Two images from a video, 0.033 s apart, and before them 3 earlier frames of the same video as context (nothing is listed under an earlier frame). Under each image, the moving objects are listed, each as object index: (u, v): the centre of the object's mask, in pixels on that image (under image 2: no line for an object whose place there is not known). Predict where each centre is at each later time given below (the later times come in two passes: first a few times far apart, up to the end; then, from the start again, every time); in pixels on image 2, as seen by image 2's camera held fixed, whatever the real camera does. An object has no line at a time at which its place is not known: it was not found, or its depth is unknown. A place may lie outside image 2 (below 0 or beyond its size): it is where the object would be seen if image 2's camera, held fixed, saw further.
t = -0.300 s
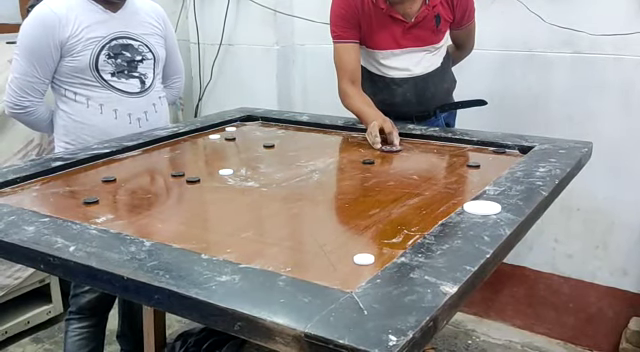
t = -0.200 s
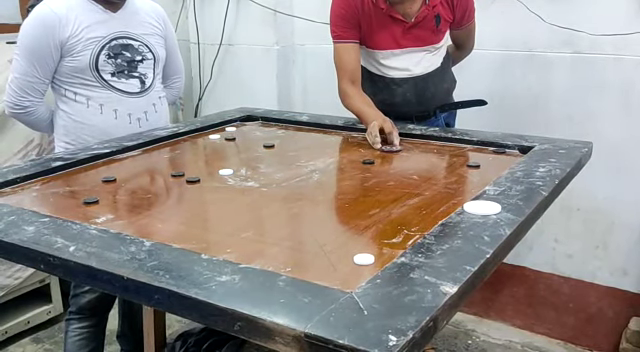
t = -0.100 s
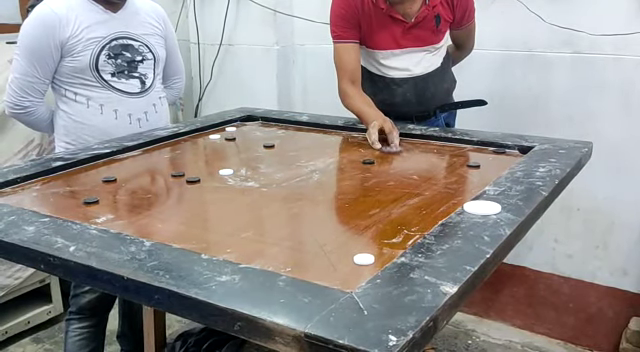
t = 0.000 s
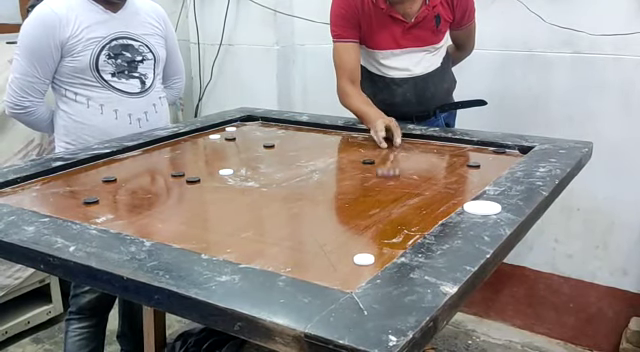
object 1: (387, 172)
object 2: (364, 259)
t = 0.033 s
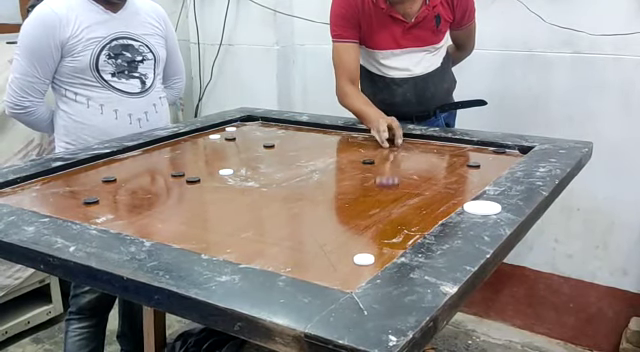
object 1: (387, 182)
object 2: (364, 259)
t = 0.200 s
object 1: (379, 237)
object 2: (364, 259)
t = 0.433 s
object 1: (309, 276)
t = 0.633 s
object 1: (310, 251)
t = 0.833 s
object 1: (311, 235)
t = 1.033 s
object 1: (311, 225)
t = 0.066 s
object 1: (385, 191)
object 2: (364, 259)
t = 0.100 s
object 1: (384, 201)
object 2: (364, 259)
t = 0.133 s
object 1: (382, 212)
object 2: (364, 259)
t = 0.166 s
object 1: (382, 224)
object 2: (364, 259)
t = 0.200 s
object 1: (379, 237)
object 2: (364, 259)
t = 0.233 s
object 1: (377, 249)
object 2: (361, 262)
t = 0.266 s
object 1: (376, 260)
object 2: (343, 280)
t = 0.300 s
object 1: (365, 266)
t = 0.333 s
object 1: (349, 271)
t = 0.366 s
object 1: (333, 275)
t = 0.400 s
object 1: (318, 276)
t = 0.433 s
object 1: (309, 276)
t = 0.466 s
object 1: (308, 271)
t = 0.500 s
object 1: (308, 267)
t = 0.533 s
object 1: (308, 263)
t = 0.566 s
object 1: (309, 259)
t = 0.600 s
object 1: (310, 255)
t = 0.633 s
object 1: (310, 251)
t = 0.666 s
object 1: (310, 248)
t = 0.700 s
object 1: (311, 245)
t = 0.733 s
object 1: (311, 242)
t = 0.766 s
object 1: (311, 239)
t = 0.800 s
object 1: (311, 237)
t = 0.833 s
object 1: (311, 235)
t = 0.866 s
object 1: (311, 233)
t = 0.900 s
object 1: (311, 232)
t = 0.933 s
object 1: (311, 230)
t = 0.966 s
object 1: (311, 228)
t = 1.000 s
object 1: (311, 227)
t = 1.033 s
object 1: (311, 225)
